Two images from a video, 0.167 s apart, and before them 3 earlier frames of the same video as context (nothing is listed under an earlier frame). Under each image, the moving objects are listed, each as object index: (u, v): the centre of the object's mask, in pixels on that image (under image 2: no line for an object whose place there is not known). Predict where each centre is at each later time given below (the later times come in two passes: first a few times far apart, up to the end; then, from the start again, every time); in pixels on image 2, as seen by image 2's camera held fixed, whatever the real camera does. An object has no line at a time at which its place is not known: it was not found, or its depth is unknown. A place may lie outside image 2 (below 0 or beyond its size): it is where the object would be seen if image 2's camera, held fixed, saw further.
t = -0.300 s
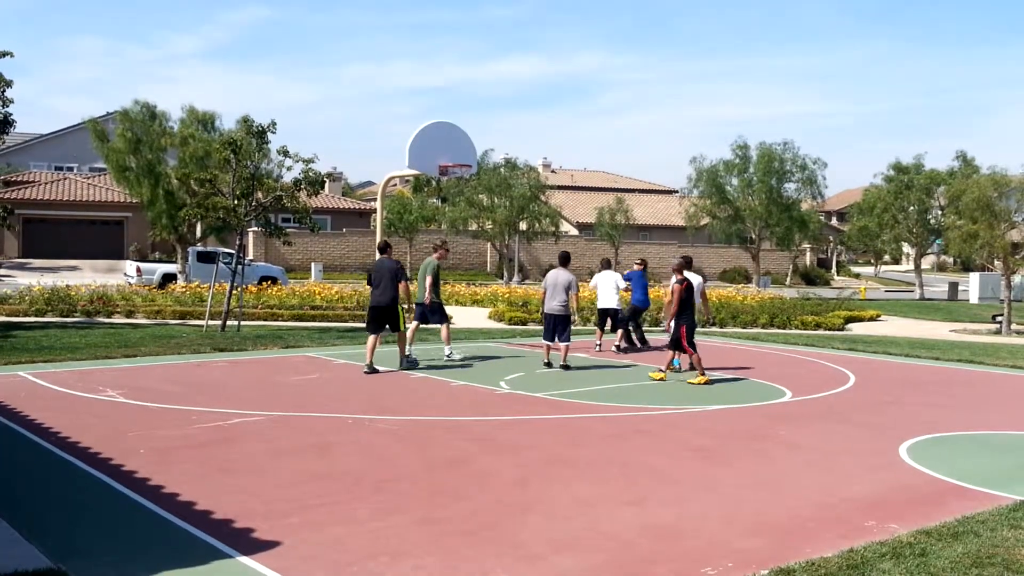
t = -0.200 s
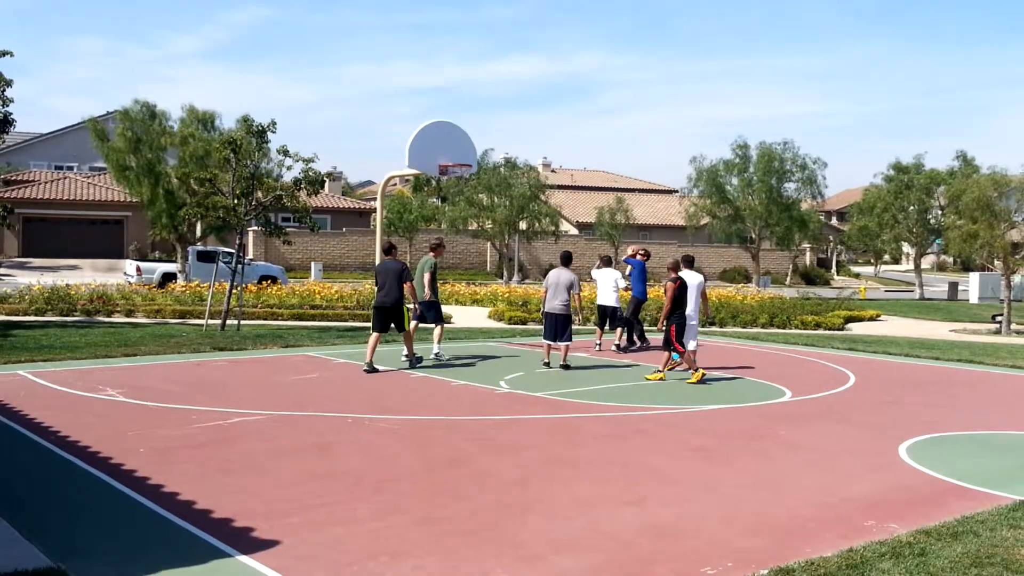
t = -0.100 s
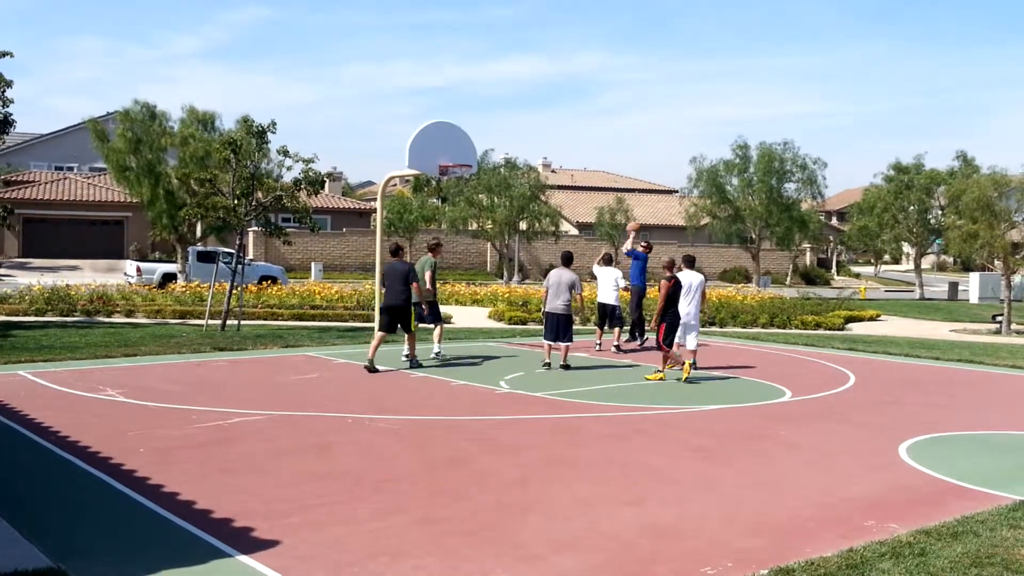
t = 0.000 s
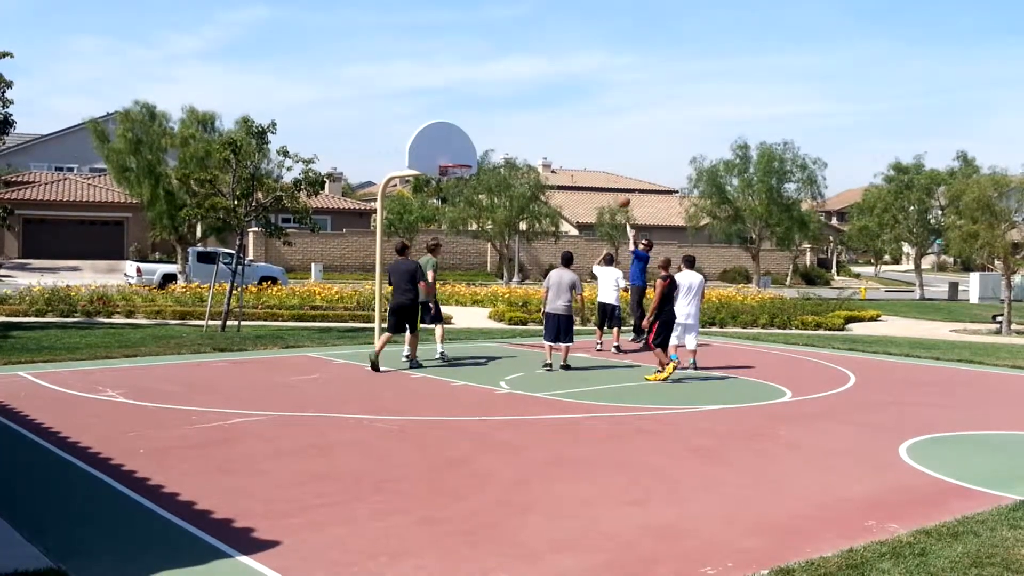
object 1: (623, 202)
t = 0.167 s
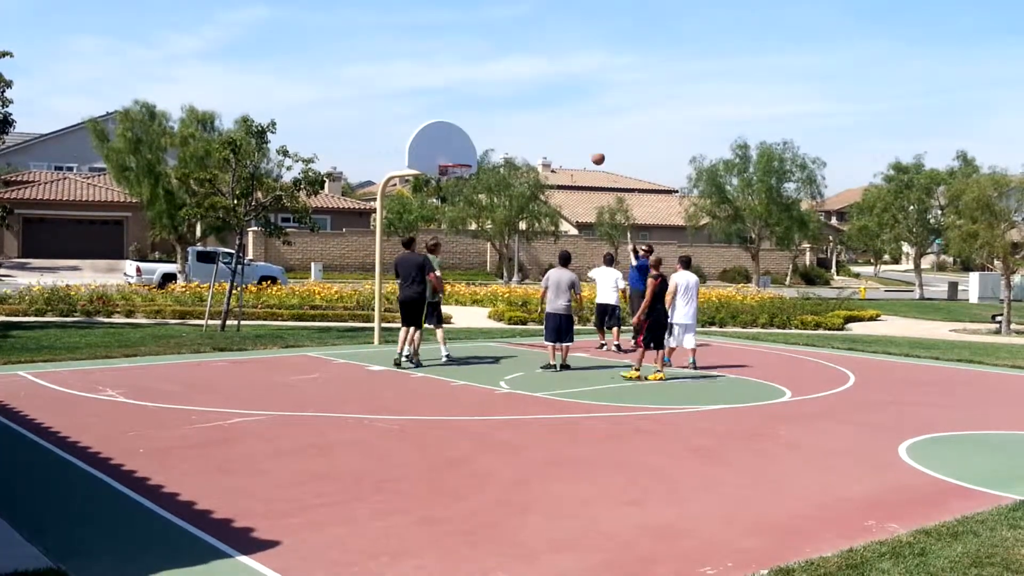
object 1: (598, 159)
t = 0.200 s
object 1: (592, 151)
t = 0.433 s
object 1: (555, 119)
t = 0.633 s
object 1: (520, 115)
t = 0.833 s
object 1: (484, 135)
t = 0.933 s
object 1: (465, 155)
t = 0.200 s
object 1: (592, 151)
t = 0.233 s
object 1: (587, 145)
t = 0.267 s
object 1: (582, 140)
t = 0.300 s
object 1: (577, 134)
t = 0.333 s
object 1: (571, 129)
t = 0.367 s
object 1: (566, 125)
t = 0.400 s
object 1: (561, 121)
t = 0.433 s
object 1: (555, 119)
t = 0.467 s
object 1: (549, 116)
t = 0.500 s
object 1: (544, 115)
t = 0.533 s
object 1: (538, 114)
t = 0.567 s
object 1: (532, 113)
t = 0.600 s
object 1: (527, 114)
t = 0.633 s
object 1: (520, 115)
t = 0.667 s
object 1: (514, 116)
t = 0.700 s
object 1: (509, 118)
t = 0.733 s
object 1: (502, 122)
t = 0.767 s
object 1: (496, 125)
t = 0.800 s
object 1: (490, 130)
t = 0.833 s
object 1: (484, 135)
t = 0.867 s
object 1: (477, 141)
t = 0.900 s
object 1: (471, 147)
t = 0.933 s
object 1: (465, 155)
